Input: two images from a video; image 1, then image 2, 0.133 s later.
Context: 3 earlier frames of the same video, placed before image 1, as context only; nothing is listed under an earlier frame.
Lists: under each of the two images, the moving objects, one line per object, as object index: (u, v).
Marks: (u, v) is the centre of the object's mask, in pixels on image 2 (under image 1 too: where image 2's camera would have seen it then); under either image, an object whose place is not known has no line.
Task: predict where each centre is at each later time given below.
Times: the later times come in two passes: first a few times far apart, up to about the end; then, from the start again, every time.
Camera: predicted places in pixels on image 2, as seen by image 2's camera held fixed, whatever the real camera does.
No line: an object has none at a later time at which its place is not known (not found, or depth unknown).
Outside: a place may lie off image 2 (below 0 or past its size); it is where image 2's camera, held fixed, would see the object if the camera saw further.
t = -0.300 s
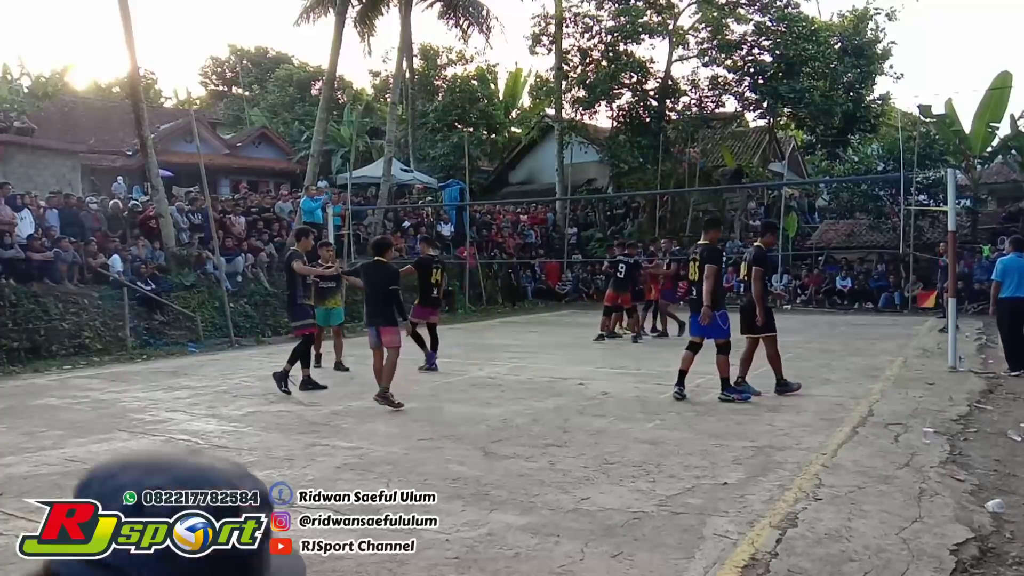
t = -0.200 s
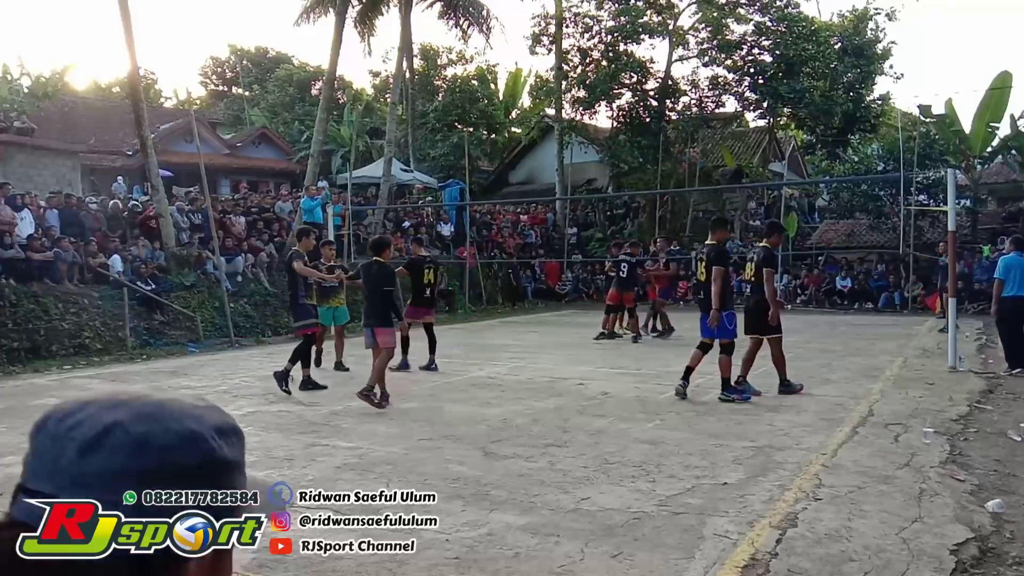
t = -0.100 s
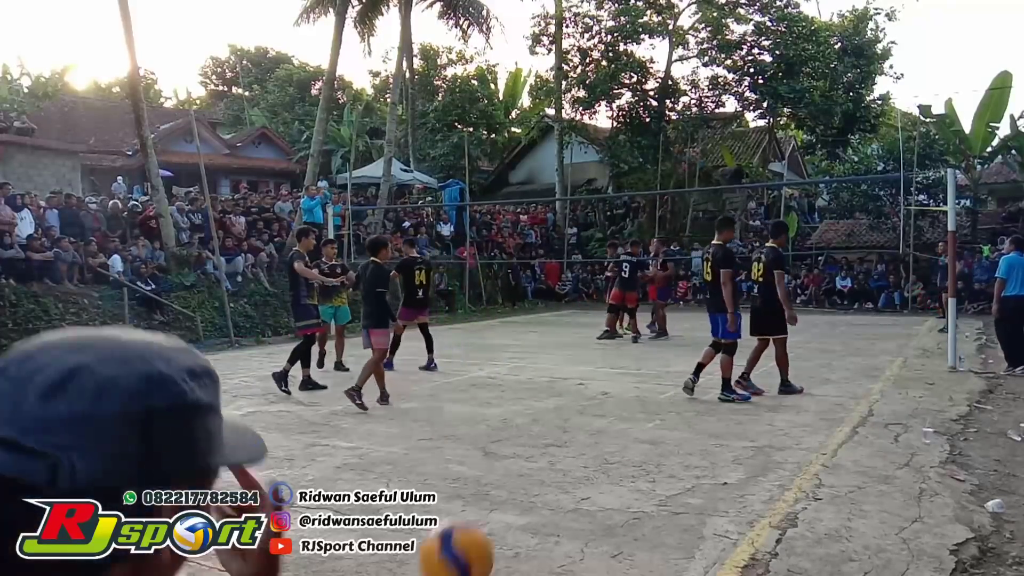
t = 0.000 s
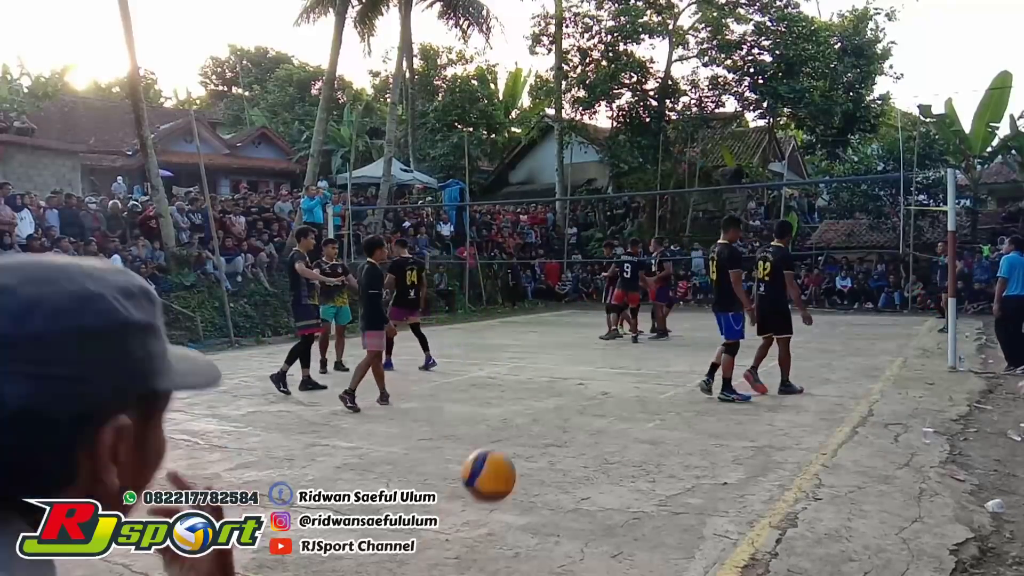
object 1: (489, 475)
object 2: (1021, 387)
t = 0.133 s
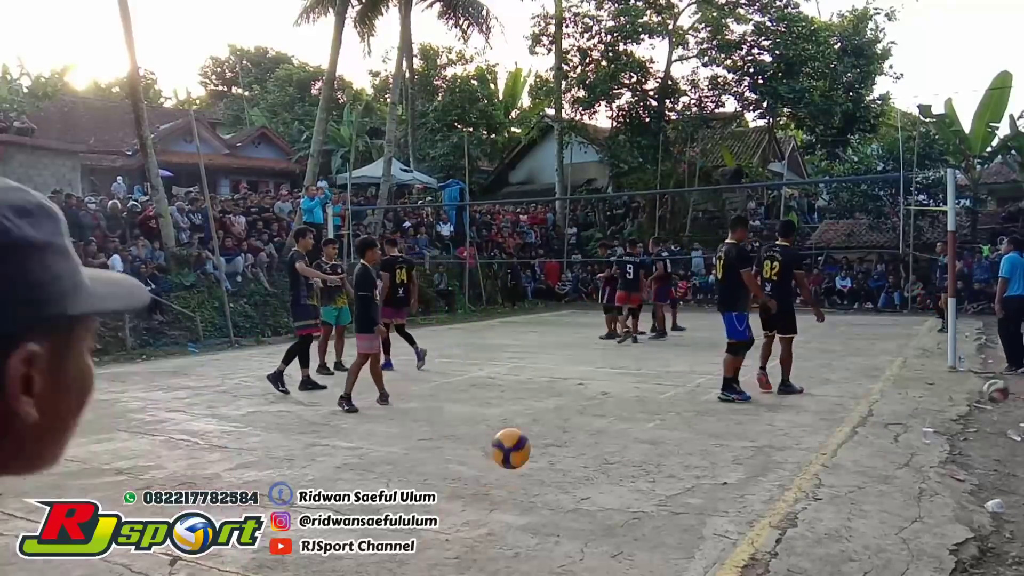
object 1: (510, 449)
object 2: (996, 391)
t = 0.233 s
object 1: (522, 455)
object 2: (969, 407)
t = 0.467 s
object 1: (524, 381)
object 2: (927, 407)
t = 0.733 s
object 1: (524, 375)
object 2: (884, 465)
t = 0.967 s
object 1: (524, 354)
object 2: (847, 468)
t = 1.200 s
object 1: (524, 343)
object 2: (794, 525)
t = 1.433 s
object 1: (526, 344)
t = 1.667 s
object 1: (526, 328)
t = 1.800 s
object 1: (526, 336)
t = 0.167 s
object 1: (515, 449)
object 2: (987, 395)
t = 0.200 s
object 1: (519, 451)
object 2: (978, 400)
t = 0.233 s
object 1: (522, 455)
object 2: (969, 407)
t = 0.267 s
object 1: (525, 460)
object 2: (959, 414)
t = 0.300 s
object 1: (525, 443)
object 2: (948, 424)
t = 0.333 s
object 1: (525, 425)
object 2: (944, 419)
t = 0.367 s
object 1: (524, 412)
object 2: (940, 414)
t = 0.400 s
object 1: (524, 399)
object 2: (937, 410)
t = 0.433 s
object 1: (524, 390)
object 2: (931, 408)
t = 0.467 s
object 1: (524, 381)
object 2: (927, 407)
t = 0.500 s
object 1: (523, 375)
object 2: (923, 408)
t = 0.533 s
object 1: (523, 372)
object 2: (917, 411)
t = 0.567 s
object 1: (523, 369)
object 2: (913, 414)
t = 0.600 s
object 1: (523, 367)
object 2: (907, 421)
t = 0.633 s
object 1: (523, 367)
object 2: (902, 429)
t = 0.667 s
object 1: (523, 369)
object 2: (897, 438)
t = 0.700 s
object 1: (523, 371)
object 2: (892, 450)
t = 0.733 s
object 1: (524, 375)
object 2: (884, 465)
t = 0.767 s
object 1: (524, 380)
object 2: (880, 461)
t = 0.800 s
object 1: (524, 386)
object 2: (875, 458)
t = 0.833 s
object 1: (525, 387)
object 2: (870, 454)
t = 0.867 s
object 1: (524, 376)
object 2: (865, 454)
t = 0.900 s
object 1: (524, 368)
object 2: (859, 456)
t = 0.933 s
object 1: (524, 360)
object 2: (854, 460)
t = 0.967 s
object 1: (524, 354)
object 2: (847, 468)
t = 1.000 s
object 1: (524, 350)
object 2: (840, 475)
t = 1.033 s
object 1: (524, 347)
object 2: (833, 486)
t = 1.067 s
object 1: (524, 343)
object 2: (826, 501)
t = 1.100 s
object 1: (524, 342)
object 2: (818, 518)
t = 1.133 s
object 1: (524, 341)
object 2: (810, 526)
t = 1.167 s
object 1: (524, 342)
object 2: (803, 524)
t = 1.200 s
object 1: (524, 343)
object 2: (794, 525)
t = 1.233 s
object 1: (525, 345)
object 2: (786, 527)
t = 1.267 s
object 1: (525, 349)
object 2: (776, 533)
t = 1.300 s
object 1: (525, 352)
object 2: (768, 541)
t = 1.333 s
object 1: (525, 357)
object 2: (757, 551)
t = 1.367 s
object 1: (525, 356)
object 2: (744, 560)
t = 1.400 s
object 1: (526, 350)
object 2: (737, 570)
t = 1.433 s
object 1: (526, 344)
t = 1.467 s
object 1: (525, 339)
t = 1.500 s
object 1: (526, 335)
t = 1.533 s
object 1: (526, 332)
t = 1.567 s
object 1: (525, 330)
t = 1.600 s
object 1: (525, 329)
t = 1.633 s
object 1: (526, 328)
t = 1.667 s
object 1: (526, 328)
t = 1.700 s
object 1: (526, 329)
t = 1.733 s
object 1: (526, 331)
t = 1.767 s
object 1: (526, 333)
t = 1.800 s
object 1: (526, 336)
